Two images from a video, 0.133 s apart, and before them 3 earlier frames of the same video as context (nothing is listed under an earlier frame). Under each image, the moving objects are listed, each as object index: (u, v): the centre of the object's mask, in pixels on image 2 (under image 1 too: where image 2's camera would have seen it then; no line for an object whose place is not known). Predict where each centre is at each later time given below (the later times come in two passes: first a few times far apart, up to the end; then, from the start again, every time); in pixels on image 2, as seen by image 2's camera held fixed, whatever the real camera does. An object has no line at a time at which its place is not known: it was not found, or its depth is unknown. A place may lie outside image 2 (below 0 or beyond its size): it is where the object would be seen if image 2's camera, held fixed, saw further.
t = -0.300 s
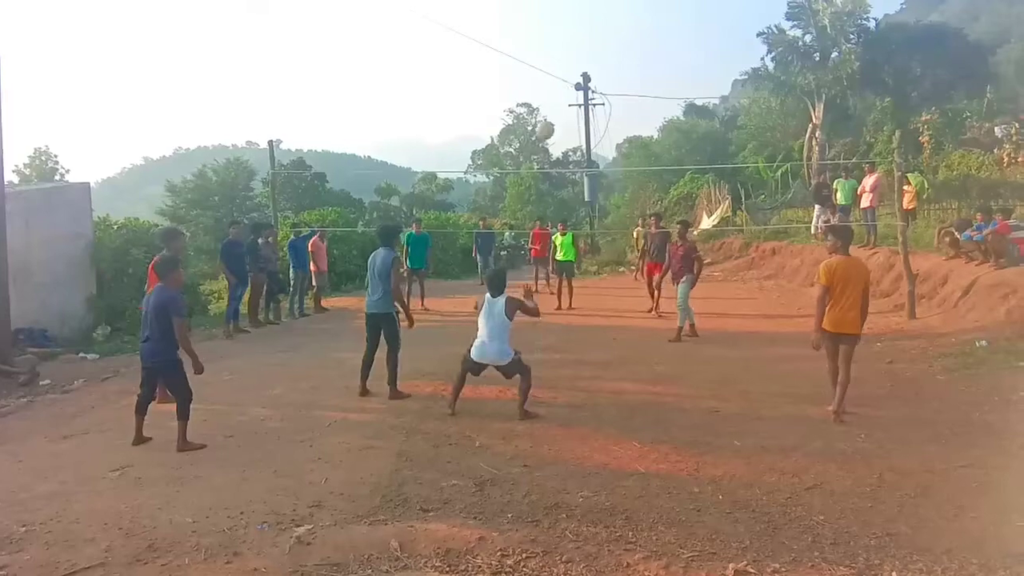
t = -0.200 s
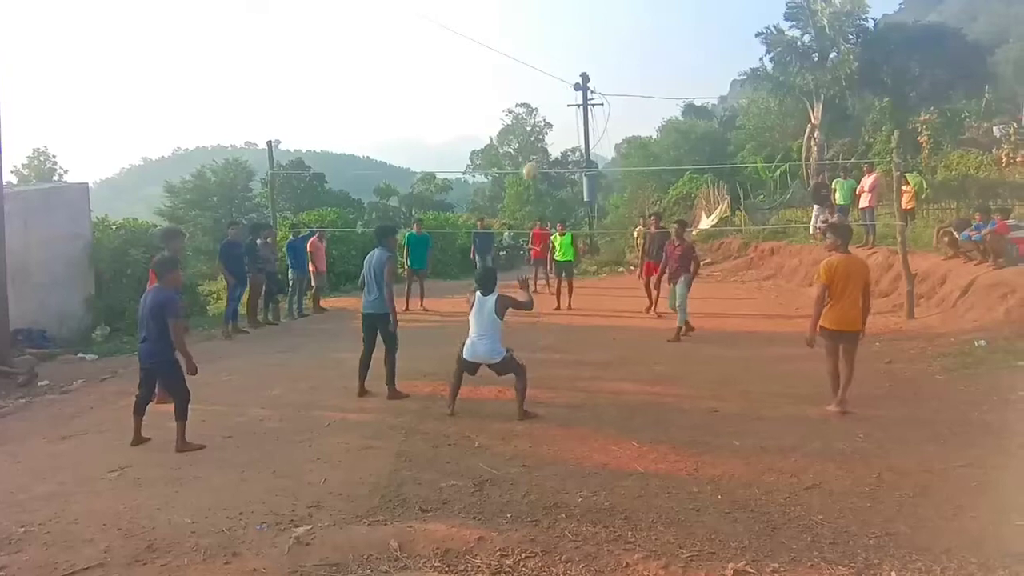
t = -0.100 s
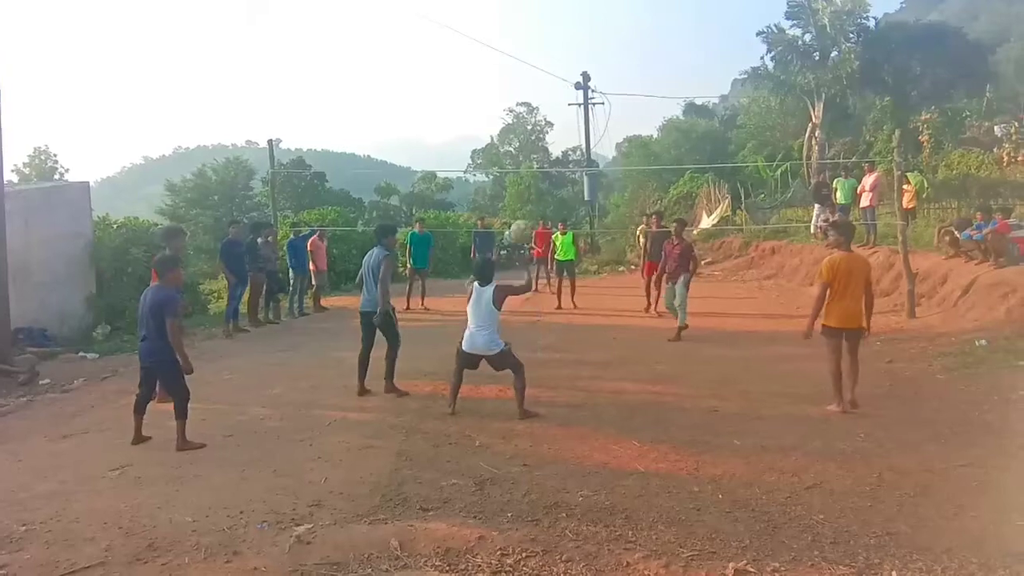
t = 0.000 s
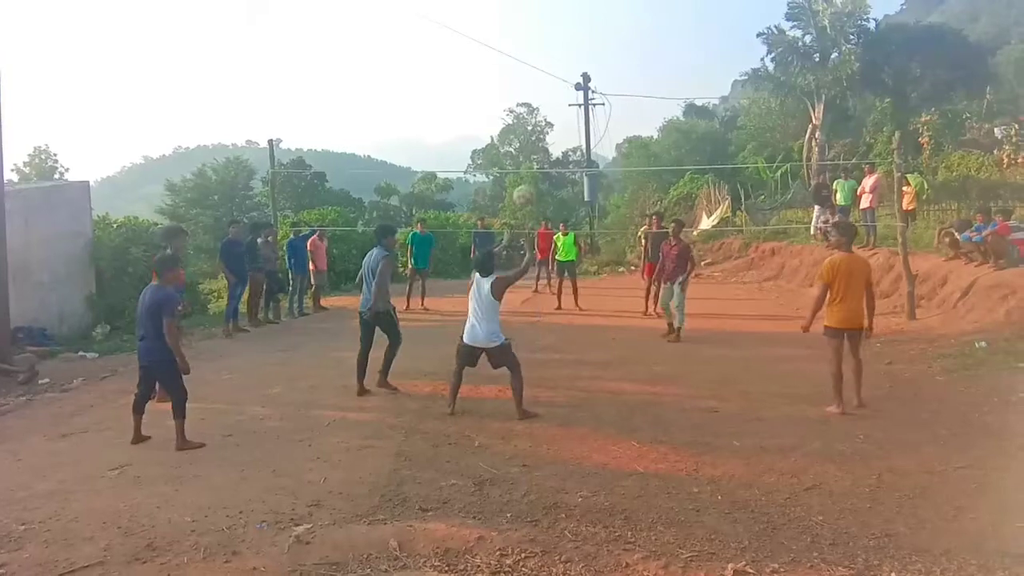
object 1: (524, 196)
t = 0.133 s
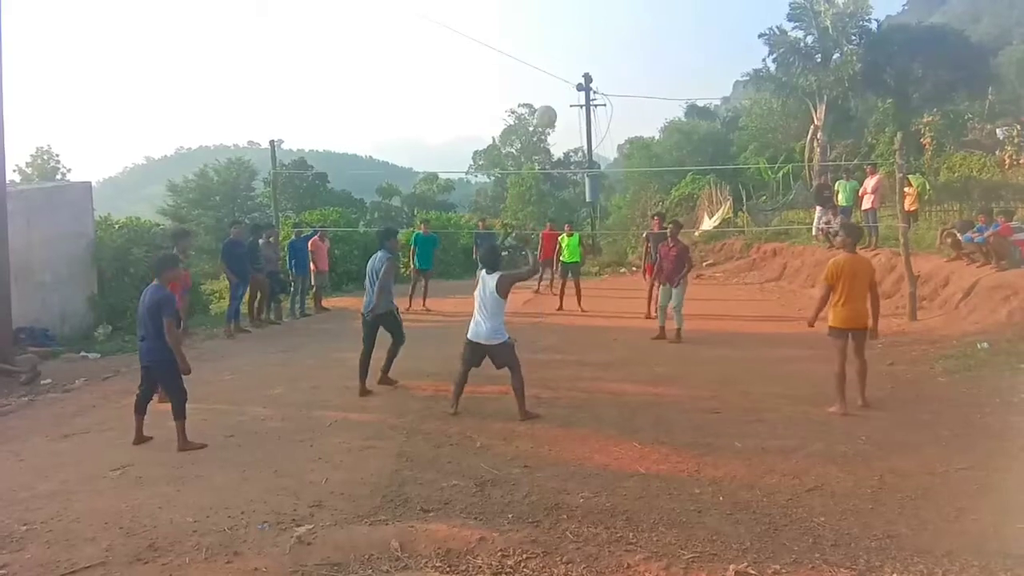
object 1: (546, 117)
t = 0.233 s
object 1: (559, 71)
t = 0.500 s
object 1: (591, 10)
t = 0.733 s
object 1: (614, 19)
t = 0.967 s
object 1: (633, 75)
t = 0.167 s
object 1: (550, 100)
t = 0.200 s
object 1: (555, 85)
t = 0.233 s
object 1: (559, 71)
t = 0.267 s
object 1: (563, 59)
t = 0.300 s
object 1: (568, 48)
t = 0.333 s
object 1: (572, 39)
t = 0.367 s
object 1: (576, 31)
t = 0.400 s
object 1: (580, 24)
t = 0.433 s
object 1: (584, 18)
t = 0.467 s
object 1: (588, 14)
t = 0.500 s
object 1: (591, 10)
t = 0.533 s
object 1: (595, 9)
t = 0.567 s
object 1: (598, 8)
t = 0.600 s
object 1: (602, 8)
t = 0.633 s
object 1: (605, 9)
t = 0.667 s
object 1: (608, 12)
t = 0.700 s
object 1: (611, 15)
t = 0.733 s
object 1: (614, 19)
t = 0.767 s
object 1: (617, 24)
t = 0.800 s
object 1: (620, 31)
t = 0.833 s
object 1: (623, 38)
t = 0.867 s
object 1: (626, 46)
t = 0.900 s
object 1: (628, 55)
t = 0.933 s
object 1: (631, 64)
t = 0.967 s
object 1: (633, 75)
